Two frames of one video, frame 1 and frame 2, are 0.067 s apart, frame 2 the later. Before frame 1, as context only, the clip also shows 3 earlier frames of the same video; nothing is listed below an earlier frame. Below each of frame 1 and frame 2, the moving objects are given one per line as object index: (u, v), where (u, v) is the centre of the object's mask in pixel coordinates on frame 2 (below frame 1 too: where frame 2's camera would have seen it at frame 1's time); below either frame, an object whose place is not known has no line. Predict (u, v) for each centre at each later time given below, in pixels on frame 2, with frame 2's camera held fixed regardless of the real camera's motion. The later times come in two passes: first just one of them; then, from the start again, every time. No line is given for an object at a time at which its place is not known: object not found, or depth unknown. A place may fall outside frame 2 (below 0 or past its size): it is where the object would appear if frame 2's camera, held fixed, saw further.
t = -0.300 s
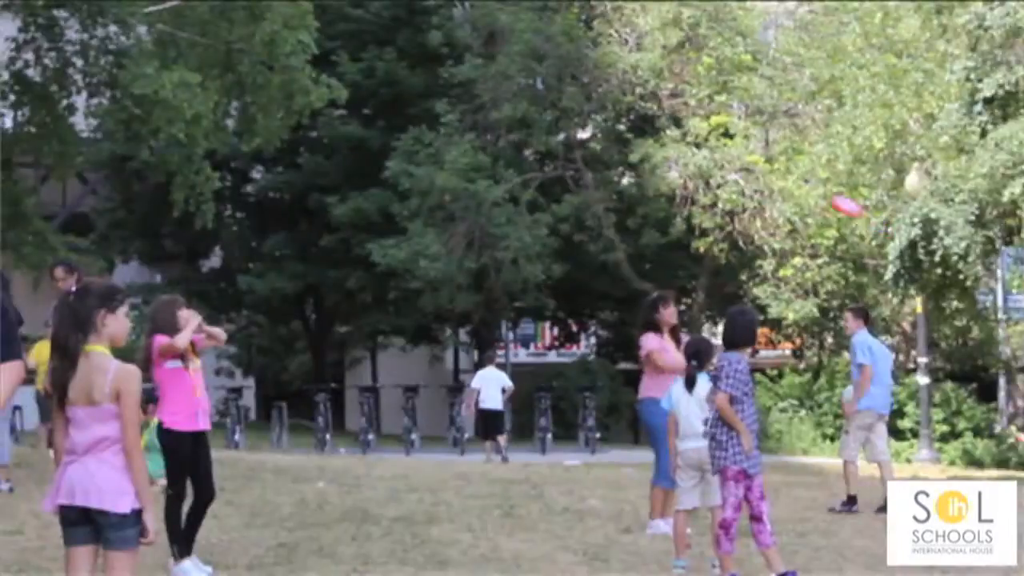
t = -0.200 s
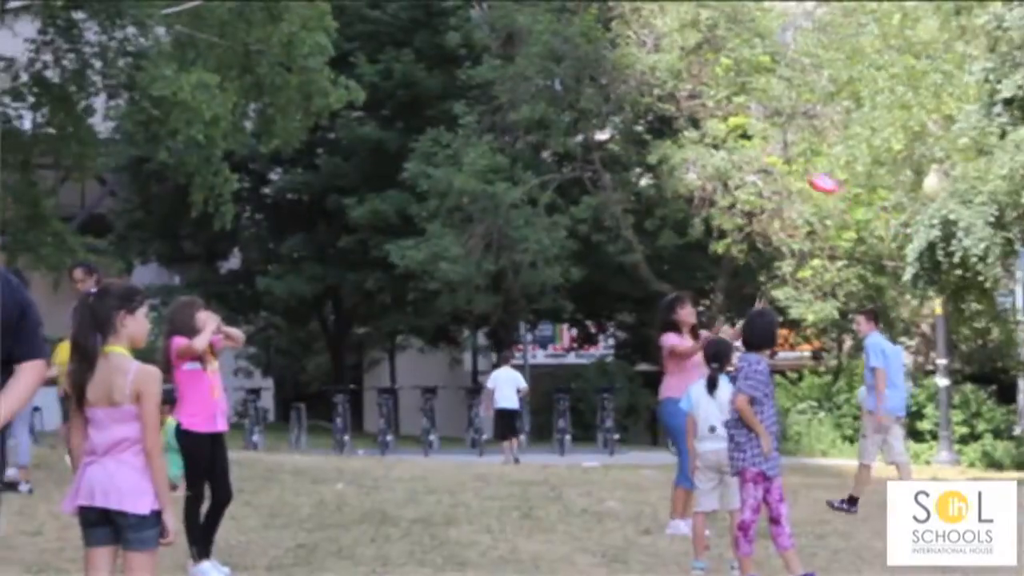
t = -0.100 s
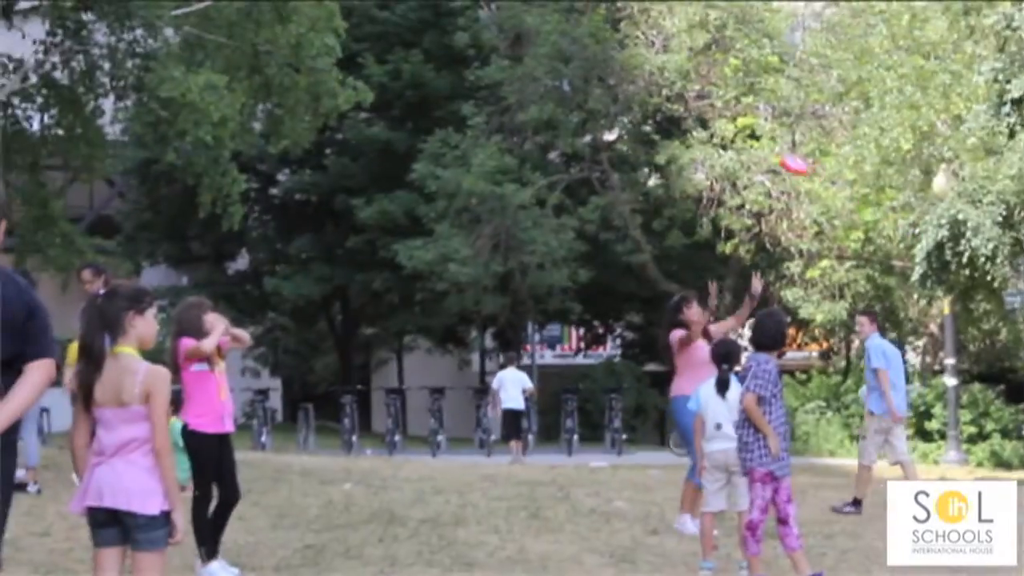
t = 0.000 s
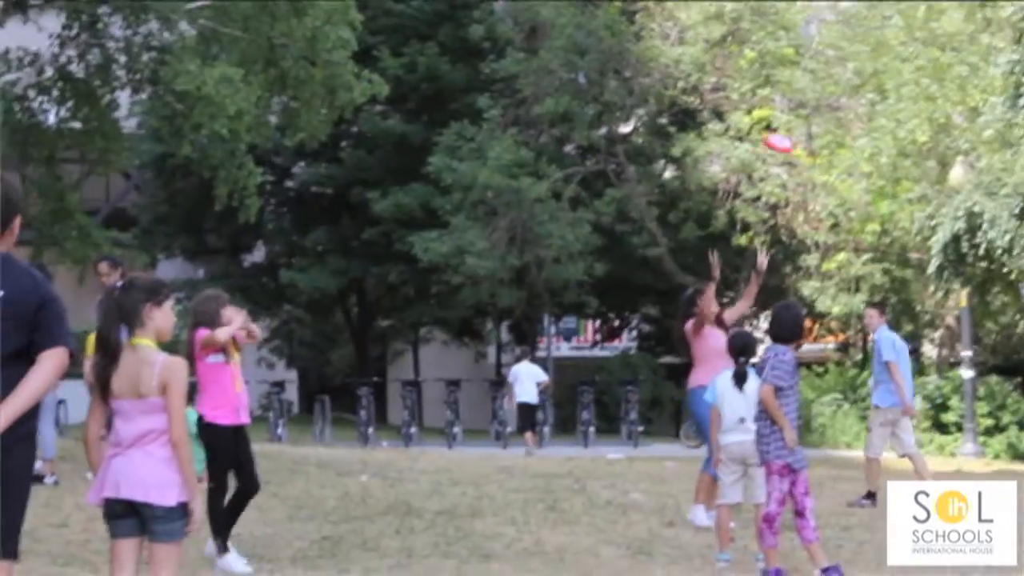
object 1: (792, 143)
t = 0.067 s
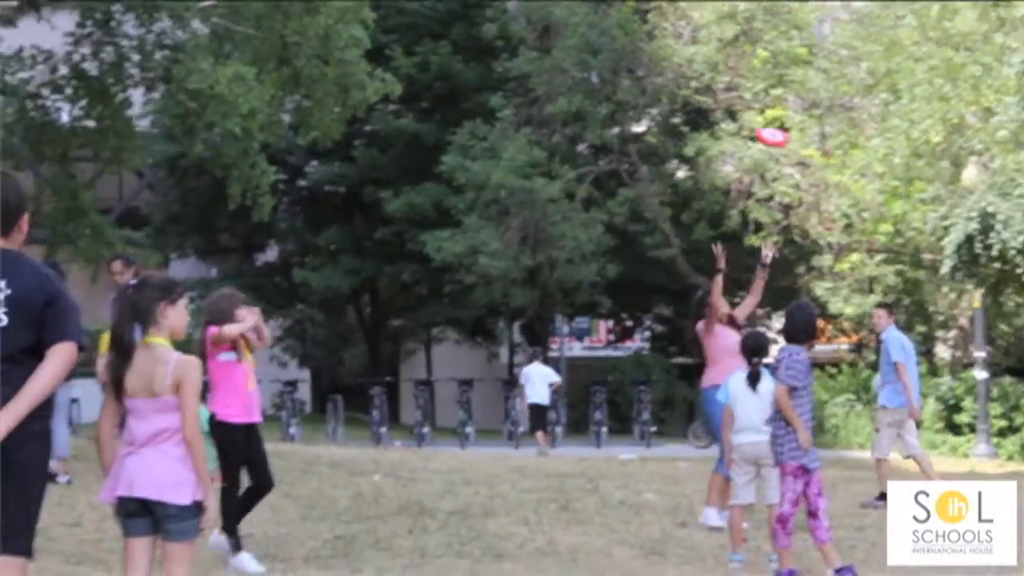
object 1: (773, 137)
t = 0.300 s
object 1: (709, 141)
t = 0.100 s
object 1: (763, 135)
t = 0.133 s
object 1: (753, 133)
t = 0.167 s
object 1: (745, 133)
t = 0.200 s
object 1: (735, 133)
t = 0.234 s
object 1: (727, 135)
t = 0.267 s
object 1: (718, 137)
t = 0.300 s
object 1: (709, 141)
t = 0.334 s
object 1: (701, 145)
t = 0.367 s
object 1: (693, 151)
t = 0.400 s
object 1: (686, 157)
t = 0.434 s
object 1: (678, 164)
